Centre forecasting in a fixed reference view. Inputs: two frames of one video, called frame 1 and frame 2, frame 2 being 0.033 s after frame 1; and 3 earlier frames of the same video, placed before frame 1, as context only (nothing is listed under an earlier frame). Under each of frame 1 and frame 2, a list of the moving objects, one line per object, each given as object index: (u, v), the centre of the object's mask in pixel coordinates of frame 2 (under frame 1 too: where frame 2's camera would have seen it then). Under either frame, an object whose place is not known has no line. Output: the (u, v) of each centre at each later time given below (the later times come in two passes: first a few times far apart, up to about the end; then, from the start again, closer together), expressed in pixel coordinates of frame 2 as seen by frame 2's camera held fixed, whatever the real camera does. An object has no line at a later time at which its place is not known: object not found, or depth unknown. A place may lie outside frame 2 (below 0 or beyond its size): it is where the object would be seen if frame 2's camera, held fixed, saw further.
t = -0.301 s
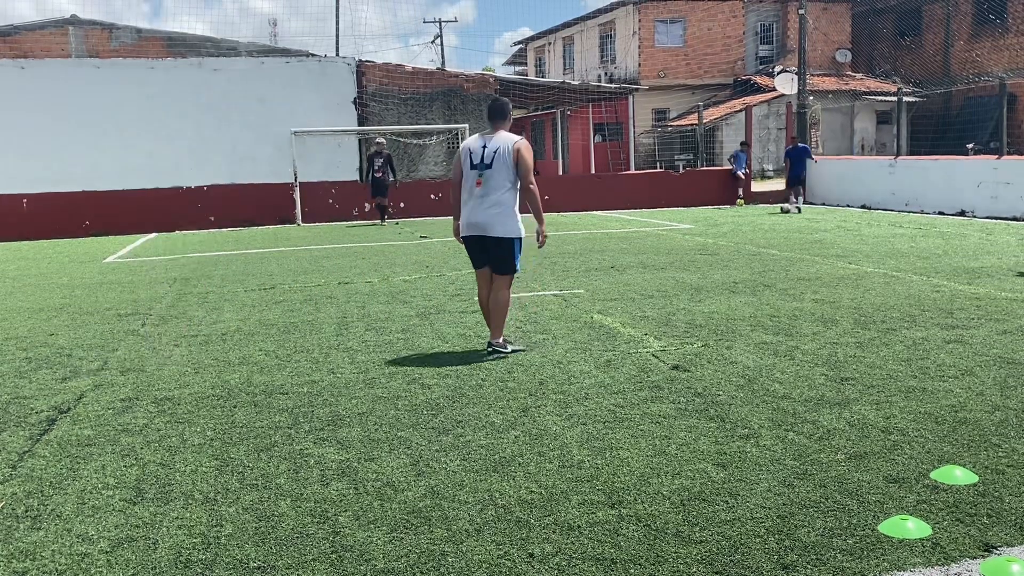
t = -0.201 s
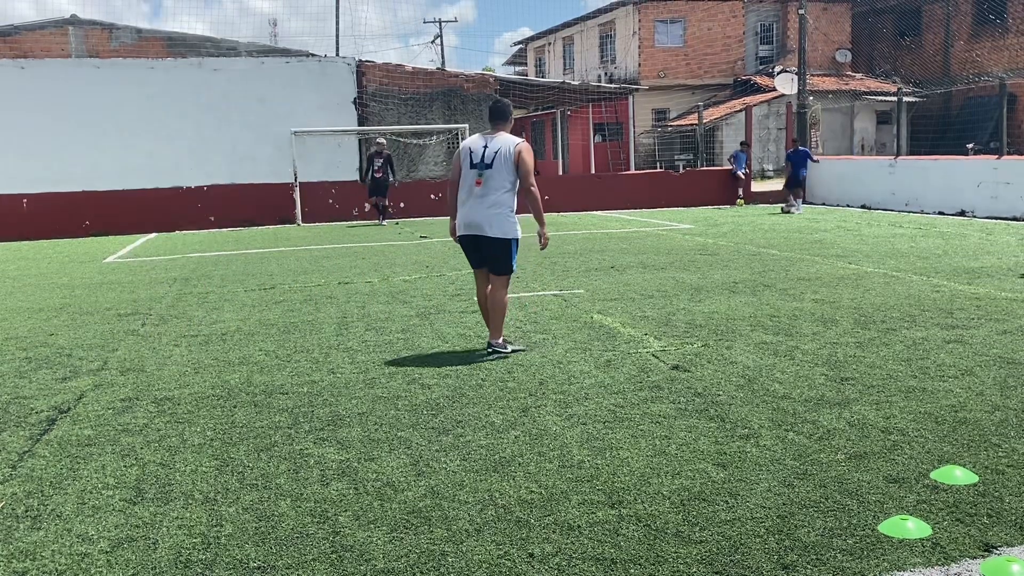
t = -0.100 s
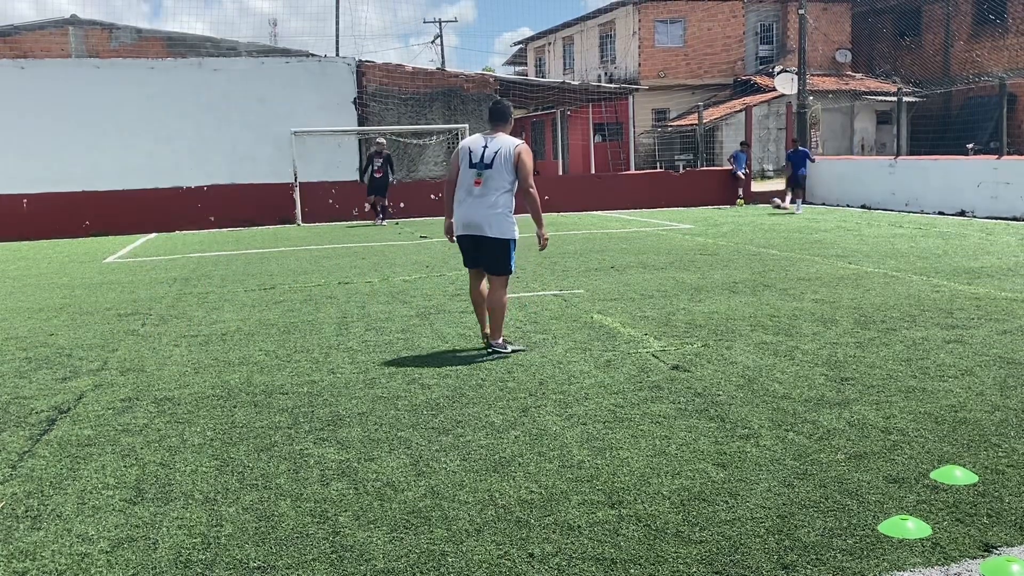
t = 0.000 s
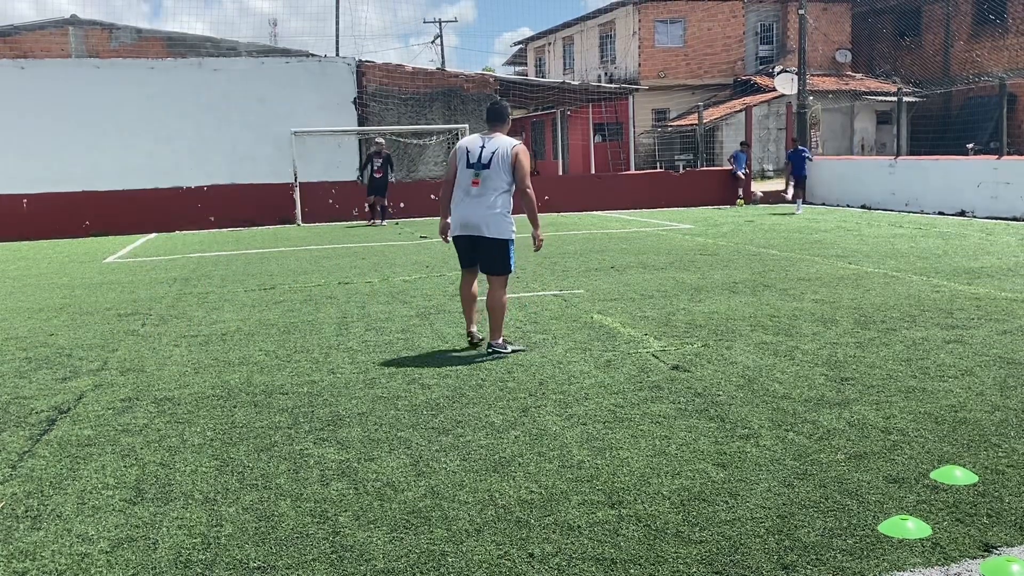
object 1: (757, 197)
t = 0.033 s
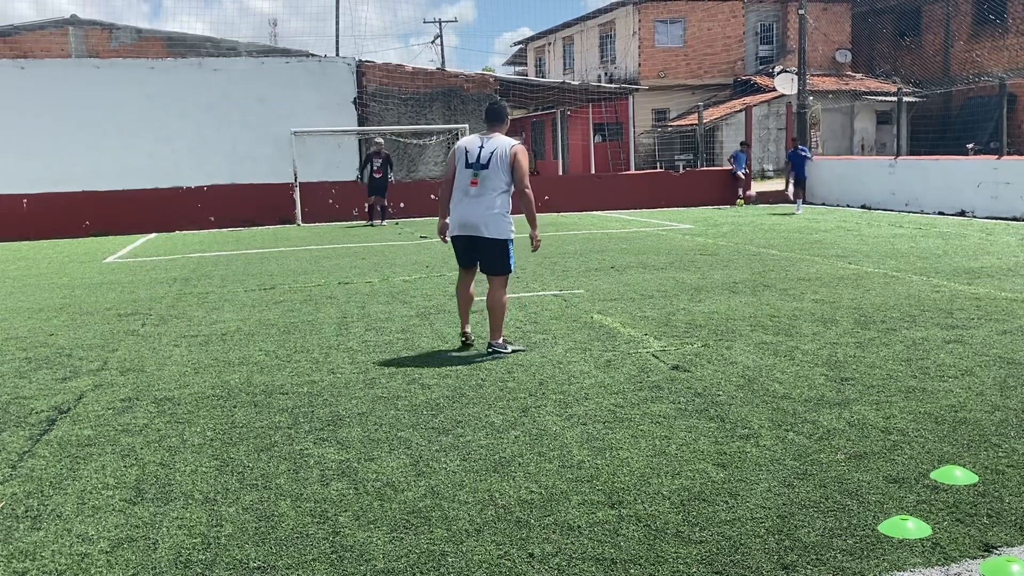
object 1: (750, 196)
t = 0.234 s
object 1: (706, 200)
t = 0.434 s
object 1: (649, 229)
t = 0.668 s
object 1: (590, 223)
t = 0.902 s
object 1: (531, 227)
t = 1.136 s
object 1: (459, 288)
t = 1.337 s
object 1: (385, 270)
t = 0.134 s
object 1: (730, 196)
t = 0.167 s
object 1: (721, 196)
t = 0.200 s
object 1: (714, 198)
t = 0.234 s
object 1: (706, 200)
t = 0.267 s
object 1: (697, 203)
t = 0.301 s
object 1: (688, 206)
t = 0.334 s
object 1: (678, 211)
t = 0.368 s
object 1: (669, 217)
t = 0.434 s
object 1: (649, 229)
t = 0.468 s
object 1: (638, 238)
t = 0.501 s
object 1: (627, 245)
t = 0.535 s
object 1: (620, 239)
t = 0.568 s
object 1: (613, 234)
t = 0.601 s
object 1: (605, 231)
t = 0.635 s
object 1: (598, 226)
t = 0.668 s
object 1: (590, 223)
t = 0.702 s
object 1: (583, 221)
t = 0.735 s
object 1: (575, 219)
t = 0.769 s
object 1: (566, 219)
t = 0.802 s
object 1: (558, 219)
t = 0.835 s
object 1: (549, 221)
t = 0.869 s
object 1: (540, 223)
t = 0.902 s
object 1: (531, 227)
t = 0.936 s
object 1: (521, 231)
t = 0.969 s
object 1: (511, 238)
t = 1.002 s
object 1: (501, 245)
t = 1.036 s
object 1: (492, 253)
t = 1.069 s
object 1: (480, 263)
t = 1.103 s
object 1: (470, 274)
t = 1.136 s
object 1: (459, 288)
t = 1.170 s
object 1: (448, 289)
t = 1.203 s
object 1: (435, 283)
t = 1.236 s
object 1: (424, 278)
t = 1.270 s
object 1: (411, 275)
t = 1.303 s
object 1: (399, 272)
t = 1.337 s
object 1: (385, 270)
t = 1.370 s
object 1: (371, 270)
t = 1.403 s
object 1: (356, 271)
